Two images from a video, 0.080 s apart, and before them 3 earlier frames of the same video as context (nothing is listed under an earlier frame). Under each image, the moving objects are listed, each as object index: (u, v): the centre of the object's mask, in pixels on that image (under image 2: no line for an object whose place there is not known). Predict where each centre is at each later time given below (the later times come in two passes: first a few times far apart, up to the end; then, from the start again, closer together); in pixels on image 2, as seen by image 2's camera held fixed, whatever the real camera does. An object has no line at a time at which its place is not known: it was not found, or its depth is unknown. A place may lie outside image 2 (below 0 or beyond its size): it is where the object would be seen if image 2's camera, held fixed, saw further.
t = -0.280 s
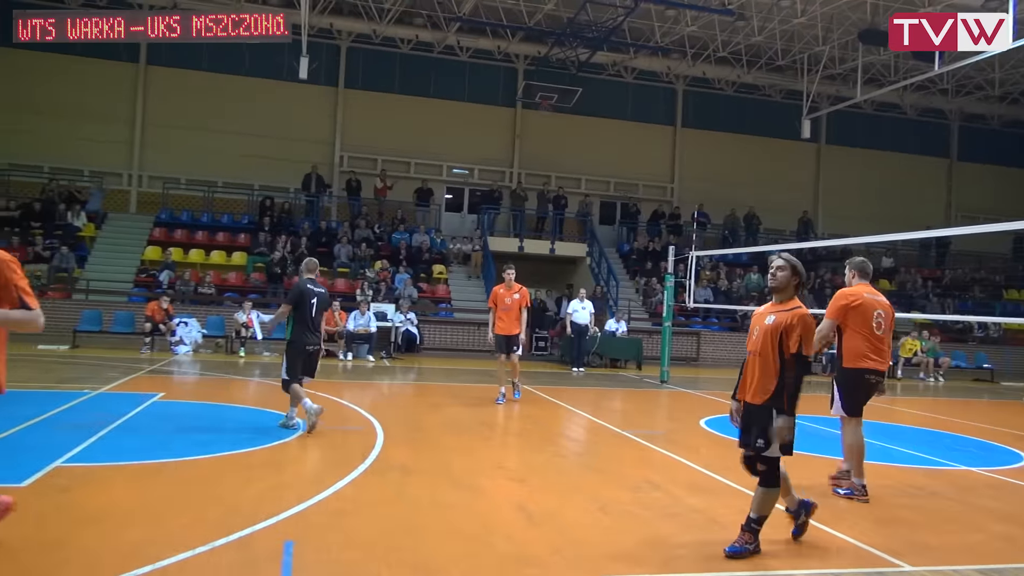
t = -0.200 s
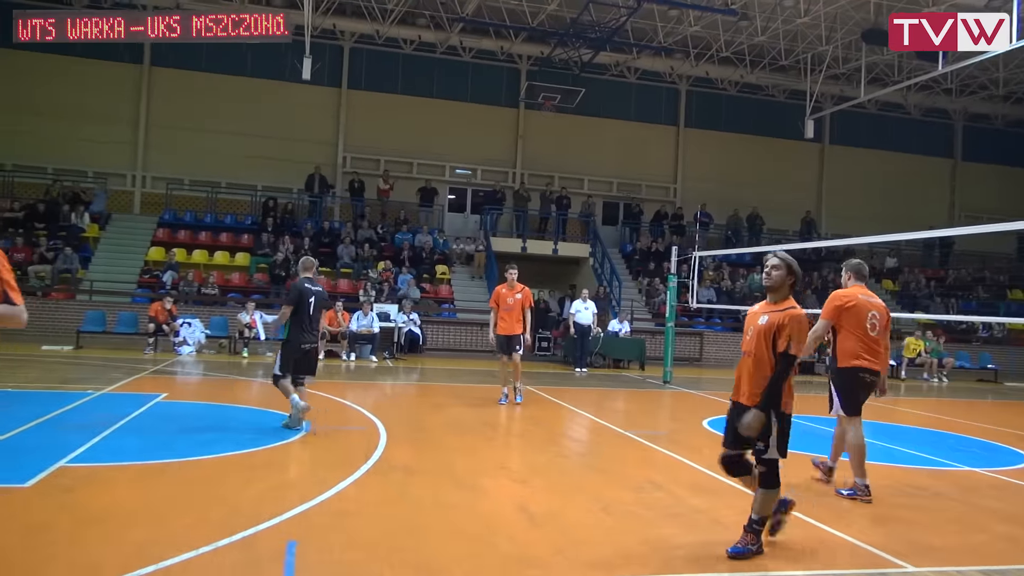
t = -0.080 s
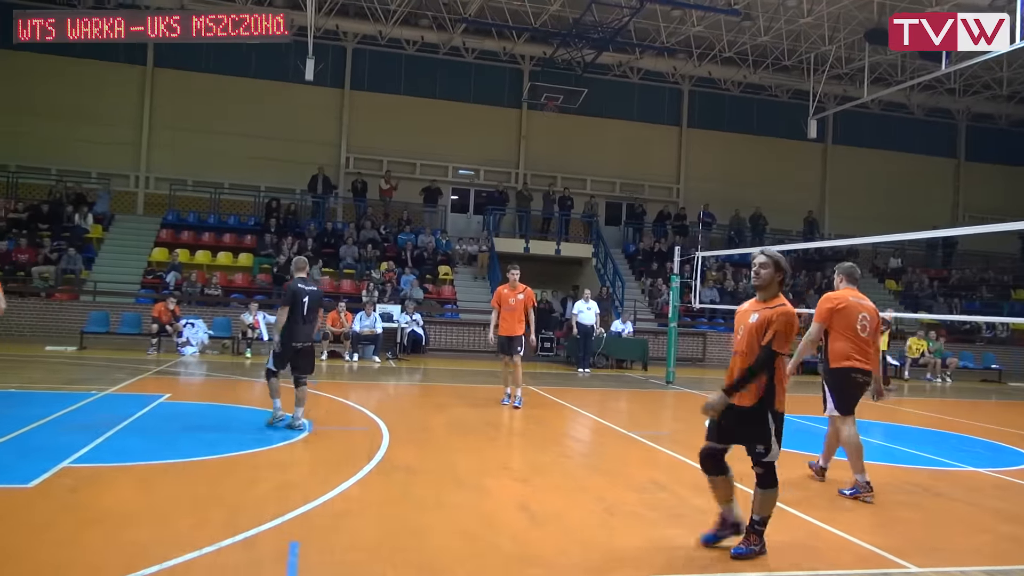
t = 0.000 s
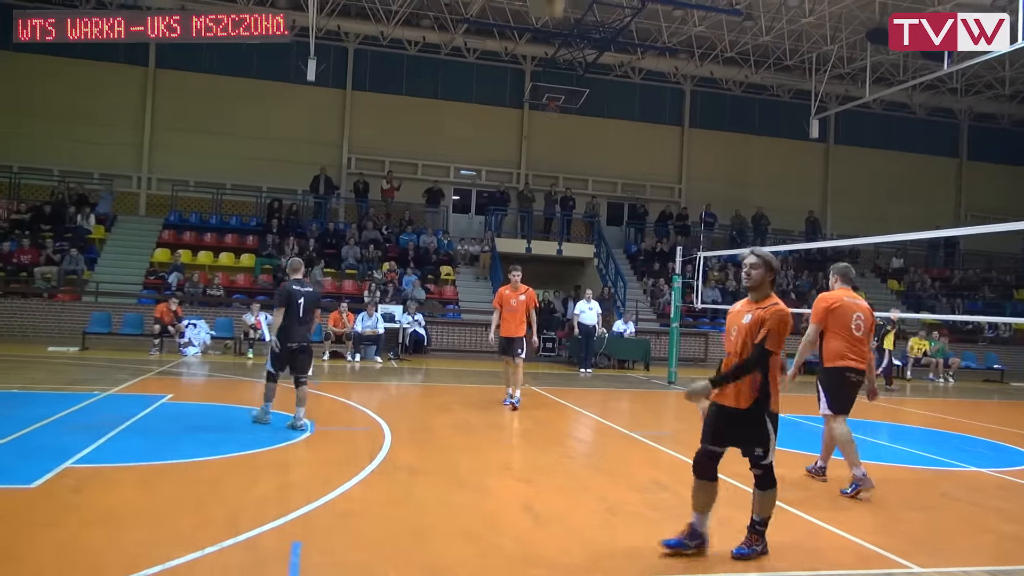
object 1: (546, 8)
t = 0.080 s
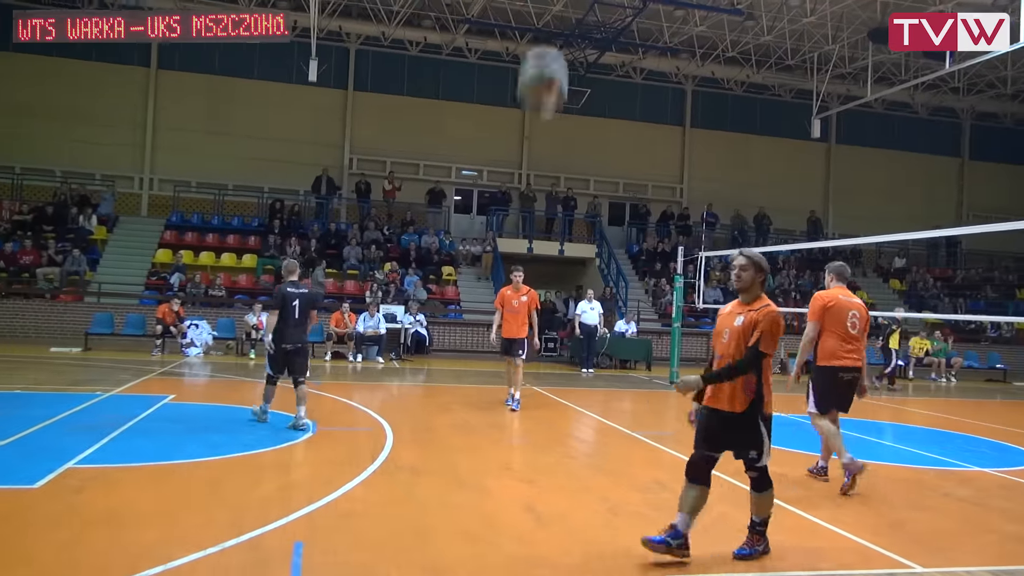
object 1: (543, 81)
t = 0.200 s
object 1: (531, 253)
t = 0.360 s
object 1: (510, 549)
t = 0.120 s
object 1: (540, 134)
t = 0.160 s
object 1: (535, 196)
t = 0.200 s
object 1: (531, 253)
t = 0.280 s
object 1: (520, 393)
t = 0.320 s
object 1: (515, 474)
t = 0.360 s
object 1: (510, 549)
